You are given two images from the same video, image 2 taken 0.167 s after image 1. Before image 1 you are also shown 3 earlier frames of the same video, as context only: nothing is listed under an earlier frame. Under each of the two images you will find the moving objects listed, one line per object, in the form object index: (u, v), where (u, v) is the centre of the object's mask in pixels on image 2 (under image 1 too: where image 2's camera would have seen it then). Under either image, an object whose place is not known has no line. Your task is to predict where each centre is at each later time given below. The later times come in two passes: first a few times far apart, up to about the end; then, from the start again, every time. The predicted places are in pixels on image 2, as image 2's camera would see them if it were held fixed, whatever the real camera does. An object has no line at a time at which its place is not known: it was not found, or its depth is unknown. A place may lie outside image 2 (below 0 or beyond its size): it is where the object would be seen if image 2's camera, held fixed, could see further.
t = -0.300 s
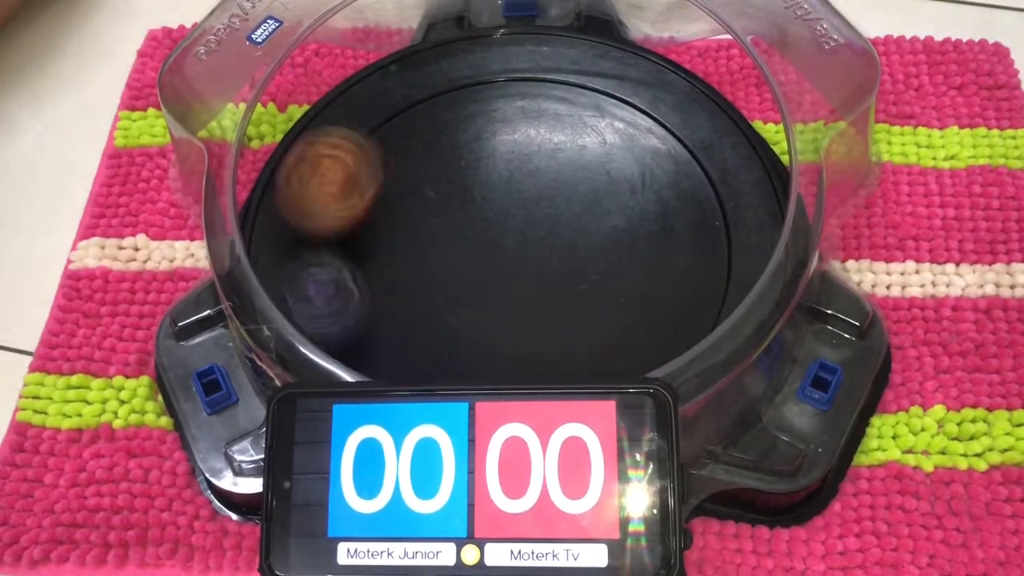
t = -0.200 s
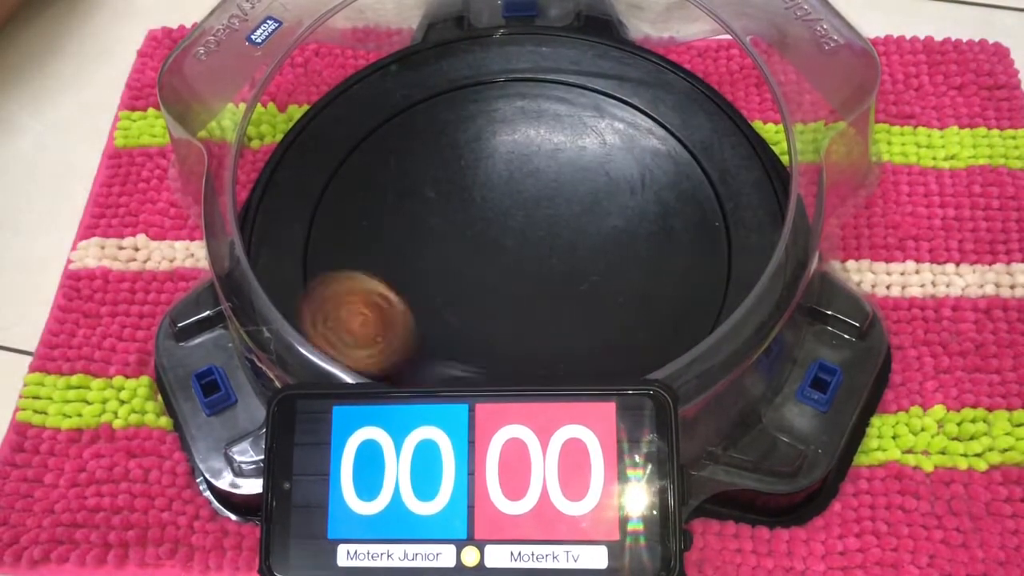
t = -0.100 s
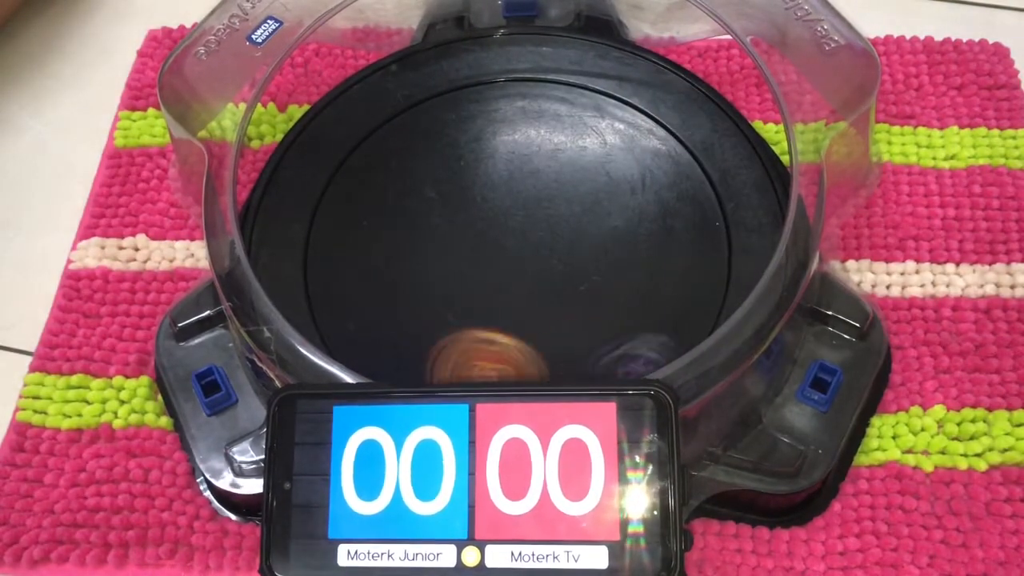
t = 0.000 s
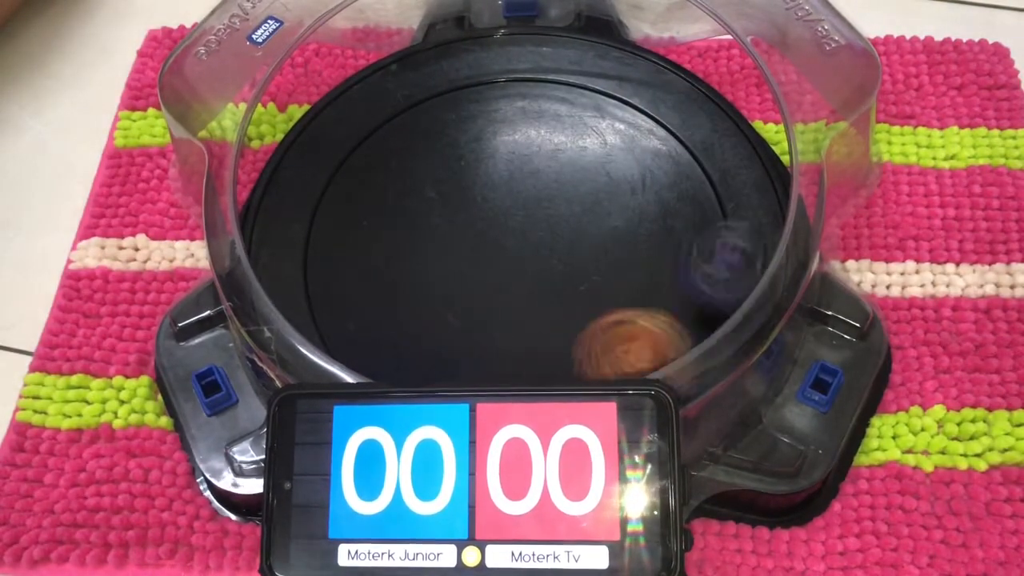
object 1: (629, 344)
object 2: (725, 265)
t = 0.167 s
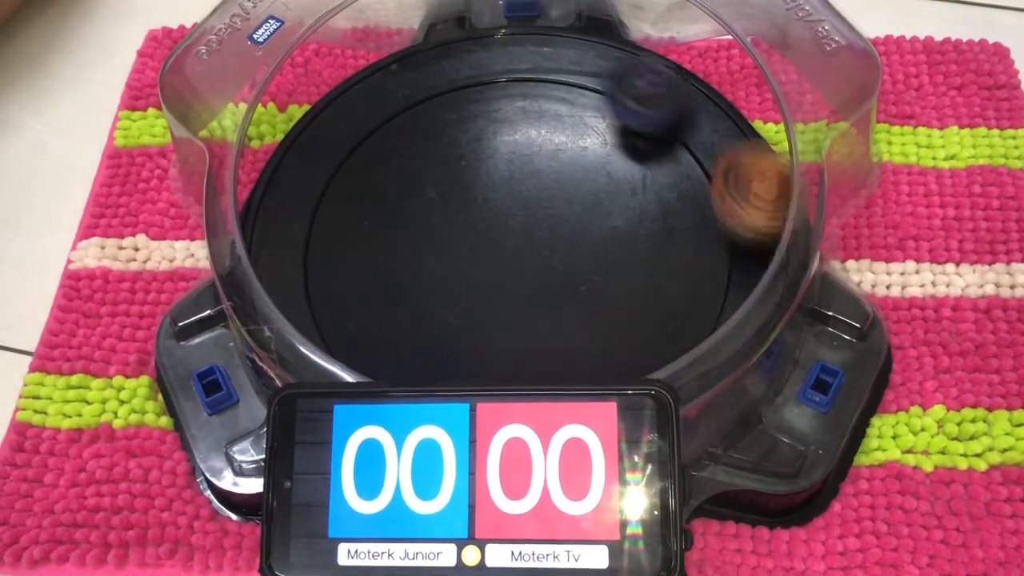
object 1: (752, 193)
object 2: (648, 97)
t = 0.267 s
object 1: (728, 81)
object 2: (512, 64)
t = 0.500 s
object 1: (480, 180)
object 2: (307, 266)
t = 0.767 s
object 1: (418, 349)
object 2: (607, 357)
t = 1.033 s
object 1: (699, 292)
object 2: (655, 104)
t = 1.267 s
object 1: (523, 61)
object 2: (378, 111)
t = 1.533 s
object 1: (350, 314)
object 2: (417, 374)
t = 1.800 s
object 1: (660, 318)
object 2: (726, 244)
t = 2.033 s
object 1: (644, 98)
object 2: (547, 66)
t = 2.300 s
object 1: (383, 146)
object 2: (303, 243)
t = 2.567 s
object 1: (630, 341)
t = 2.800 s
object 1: (676, 142)
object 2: (647, 332)
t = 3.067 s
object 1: (341, 143)
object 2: (495, 157)
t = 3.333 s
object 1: (546, 366)
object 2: (323, 234)
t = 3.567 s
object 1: (706, 157)
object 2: (455, 344)
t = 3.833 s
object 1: (376, 109)
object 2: (603, 181)
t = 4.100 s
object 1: (433, 365)
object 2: (449, 90)
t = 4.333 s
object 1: (719, 252)
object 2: (385, 248)
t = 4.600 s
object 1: (487, 61)
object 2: (628, 290)
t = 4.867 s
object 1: (323, 293)
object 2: (661, 117)
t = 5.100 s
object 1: (629, 350)
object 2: (471, 139)
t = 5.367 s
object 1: (643, 93)
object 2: (455, 336)
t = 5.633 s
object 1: (352, 140)
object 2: (663, 337)
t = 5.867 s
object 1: (407, 360)
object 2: (636, 193)
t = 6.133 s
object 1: (718, 252)
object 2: (412, 201)
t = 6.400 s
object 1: (523, 62)
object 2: (375, 343)
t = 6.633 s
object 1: (322, 195)
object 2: (555, 349)
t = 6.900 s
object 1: (505, 368)
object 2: (574, 181)
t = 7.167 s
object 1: (707, 194)
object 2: (416, 128)
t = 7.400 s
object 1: (503, 70)
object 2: (367, 259)
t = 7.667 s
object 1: (346, 231)
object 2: (568, 306)
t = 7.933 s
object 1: (532, 345)
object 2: (648, 176)
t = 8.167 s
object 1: (653, 217)
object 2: (527, 123)
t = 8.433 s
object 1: (487, 117)
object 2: (432, 269)
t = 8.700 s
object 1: (363, 264)
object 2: (553, 353)
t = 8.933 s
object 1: (518, 352)
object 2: (663, 282)
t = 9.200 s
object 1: (663, 224)
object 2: (527, 177)
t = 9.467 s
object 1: (508, 114)
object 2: (373, 231)
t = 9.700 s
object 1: (363, 210)
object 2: (398, 342)
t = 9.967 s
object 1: (485, 350)
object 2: (581, 290)
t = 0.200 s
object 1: (754, 155)
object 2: (609, 79)
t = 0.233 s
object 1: (746, 116)
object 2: (560, 67)
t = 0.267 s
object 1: (728, 81)
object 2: (512, 64)
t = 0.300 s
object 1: (697, 52)
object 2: (462, 74)
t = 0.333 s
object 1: (665, 48)
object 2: (420, 88)
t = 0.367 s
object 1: (634, 76)
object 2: (378, 113)
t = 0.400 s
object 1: (598, 103)
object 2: (347, 149)
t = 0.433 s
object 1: (558, 133)
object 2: (320, 181)
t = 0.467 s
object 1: (516, 159)
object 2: (311, 225)
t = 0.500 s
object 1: (480, 180)
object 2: (307, 266)
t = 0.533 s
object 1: (448, 200)
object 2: (327, 302)
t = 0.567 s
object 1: (424, 222)
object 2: (350, 331)
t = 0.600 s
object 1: (402, 246)
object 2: (385, 353)
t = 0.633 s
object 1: (390, 271)
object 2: (411, 364)
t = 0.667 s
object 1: (385, 296)
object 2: (456, 373)
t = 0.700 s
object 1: (388, 320)
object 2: (510, 370)
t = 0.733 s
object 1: (399, 338)
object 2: (563, 365)
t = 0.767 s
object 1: (418, 349)
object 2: (607, 357)
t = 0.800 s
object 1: (444, 357)
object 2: (641, 338)
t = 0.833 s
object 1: (473, 361)
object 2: (674, 312)
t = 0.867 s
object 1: (512, 363)
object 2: (697, 283)
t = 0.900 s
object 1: (555, 361)
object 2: (705, 242)
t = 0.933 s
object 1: (598, 356)
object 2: (706, 202)
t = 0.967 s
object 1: (643, 349)
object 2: (698, 168)
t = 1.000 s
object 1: (680, 333)
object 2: (681, 130)
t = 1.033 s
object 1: (699, 292)
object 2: (655, 104)
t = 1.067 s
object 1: (717, 255)
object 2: (618, 89)
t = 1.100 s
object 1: (723, 212)
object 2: (581, 73)
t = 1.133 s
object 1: (707, 168)
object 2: (535, 69)
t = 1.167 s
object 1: (680, 124)
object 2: (493, 68)
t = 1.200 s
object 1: (638, 93)
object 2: (451, 78)
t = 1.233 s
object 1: (584, 69)
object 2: (412, 91)
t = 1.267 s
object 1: (523, 61)
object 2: (378, 111)
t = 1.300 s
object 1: (460, 70)
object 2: (351, 141)
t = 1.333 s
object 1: (407, 89)
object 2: (329, 171)
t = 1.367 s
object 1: (359, 124)
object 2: (314, 210)
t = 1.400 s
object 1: (335, 156)
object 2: (308, 260)
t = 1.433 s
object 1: (321, 195)
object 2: (326, 304)
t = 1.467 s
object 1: (318, 235)
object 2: (348, 336)
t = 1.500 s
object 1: (326, 278)
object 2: (386, 360)
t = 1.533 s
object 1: (350, 314)
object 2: (417, 374)
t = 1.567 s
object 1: (379, 339)
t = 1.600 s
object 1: (405, 352)
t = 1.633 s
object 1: (441, 360)
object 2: (591, 370)
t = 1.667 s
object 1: (485, 360)
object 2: (633, 358)
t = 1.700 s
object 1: (533, 358)
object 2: (669, 338)
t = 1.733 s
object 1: (577, 352)
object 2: (697, 310)
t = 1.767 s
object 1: (621, 340)
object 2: (715, 280)
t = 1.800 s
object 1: (660, 318)
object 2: (726, 244)
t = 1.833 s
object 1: (695, 286)
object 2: (723, 202)
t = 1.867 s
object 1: (722, 246)
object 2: (706, 168)
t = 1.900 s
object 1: (731, 205)
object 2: (686, 135)
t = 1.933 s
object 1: (713, 174)
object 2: (666, 110)
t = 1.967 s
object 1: (692, 147)
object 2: (629, 89)
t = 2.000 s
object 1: (669, 122)
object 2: (588, 74)
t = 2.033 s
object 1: (644, 98)
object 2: (547, 66)
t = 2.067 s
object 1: (611, 79)
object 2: (507, 66)
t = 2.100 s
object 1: (567, 72)
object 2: (464, 74)
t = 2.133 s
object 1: (519, 66)
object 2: (429, 84)
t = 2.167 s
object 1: (478, 65)
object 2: (388, 104)
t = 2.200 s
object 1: (447, 71)
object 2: (354, 134)
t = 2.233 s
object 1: (420, 88)
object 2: (327, 168)
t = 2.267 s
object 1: (399, 114)
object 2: (310, 204)
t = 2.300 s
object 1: (383, 146)
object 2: (303, 243)
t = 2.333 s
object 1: (374, 184)
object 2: (311, 278)
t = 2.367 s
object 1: (376, 225)
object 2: (329, 311)
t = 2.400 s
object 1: (387, 265)
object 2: (356, 337)
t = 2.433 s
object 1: (420, 296)
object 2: (381, 357)
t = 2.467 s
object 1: (466, 321)
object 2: (409, 373)
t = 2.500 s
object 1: (520, 336)
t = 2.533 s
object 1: (575, 342)
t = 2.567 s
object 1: (630, 341)
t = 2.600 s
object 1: (691, 341)
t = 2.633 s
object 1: (726, 322)
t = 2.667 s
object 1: (720, 280)
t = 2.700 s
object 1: (723, 250)
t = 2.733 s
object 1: (716, 215)
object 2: (626, 364)
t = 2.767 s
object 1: (700, 178)
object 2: (637, 347)
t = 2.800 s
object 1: (676, 142)
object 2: (647, 332)
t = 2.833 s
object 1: (645, 111)
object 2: (648, 307)
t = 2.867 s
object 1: (605, 85)
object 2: (642, 280)
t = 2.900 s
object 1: (559, 66)
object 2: (628, 251)
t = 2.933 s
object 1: (513, 55)
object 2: (607, 225)
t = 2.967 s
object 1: (464, 65)
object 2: (583, 202)
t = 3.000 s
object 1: (416, 84)
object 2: (556, 184)
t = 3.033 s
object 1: (375, 108)
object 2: (528, 169)
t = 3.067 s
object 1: (341, 143)
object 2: (495, 157)
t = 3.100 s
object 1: (317, 186)
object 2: (462, 150)
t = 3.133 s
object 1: (308, 233)
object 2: (428, 147)
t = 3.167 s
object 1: (317, 279)
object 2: (397, 149)
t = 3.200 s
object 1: (344, 318)
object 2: (367, 155)
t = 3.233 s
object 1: (384, 348)
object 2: (341, 166)
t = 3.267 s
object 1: (425, 364)
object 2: (319, 181)
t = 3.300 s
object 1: (485, 369)
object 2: (320, 208)
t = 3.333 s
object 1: (546, 366)
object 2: (323, 234)
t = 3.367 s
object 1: (604, 358)
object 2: (327, 260)
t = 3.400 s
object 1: (645, 341)
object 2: (334, 286)
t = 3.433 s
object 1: (680, 312)
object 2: (345, 310)
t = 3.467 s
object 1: (708, 277)
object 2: (365, 329)
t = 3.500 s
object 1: (723, 238)
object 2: (388, 342)
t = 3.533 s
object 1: (721, 197)
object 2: (422, 346)
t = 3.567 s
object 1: (706, 157)
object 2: (455, 344)
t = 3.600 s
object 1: (681, 121)
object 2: (494, 339)
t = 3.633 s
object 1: (646, 93)
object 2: (529, 327)
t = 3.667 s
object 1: (604, 71)
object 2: (558, 308)
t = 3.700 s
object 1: (556, 60)
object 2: (578, 285)
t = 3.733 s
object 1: (505, 58)
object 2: (593, 258)
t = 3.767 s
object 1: (458, 66)
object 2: (601, 230)
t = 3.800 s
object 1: (413, 85)
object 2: (605, 203)
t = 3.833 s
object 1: (376, 109)
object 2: (603, 181)
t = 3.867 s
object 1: (344, 140)
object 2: (595, 156)
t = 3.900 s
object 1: (321, 178)
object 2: (581, 132)
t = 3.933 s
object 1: (311, 219)
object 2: (564, 109)
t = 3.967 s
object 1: (311, 263)
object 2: (544, 91)
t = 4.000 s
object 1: (329, 300)
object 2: (521, 79)
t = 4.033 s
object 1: (359, 331)
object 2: (499, 69)
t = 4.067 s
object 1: (394, 353)
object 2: (474, 76)
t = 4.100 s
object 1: (433, 365)
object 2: (449, 90)
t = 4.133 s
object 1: (485, 369)
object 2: (426, 105)
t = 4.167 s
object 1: (542, 368)
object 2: (402, 119)
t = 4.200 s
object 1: (596, 361)
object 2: (384, 142)
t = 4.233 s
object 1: (638, 346)
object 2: (374, 165)
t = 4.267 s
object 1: (673, 322)
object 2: (369, 191)
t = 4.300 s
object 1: (703, 288)
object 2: (373, 220)
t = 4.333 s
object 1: (719, 252)
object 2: (385, 248)
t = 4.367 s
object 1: (722, 210)
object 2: (404, 274)
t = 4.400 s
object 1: (713, 169)
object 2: (432, 293)
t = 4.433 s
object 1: (691, 133)
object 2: (462, 306)
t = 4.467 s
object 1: (660, 104)
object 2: (497, 314)
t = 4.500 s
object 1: (622, 80)
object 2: (531, 316)
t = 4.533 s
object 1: (579, 65)
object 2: (567, 314)
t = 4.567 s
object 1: (534, 59)
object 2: (598, 303)
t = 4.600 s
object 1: (487, 61)
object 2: (628, 290)
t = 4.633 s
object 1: (446, 71)
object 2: (653, 271)
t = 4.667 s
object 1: (407, 89)
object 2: (668, 249)
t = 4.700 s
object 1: (373, 111)
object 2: (683, 226)
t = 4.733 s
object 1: (344, 141)
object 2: (692, 202)
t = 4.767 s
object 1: (321, 175)
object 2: (693, 178)
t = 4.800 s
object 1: (310, 214)
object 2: (689, 155)
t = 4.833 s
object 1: (309, 255)
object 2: (680, 132)
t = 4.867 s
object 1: (323, 293)
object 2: (661, 117)
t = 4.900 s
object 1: (349, 325)
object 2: (634, 106)
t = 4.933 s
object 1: (384, 349)
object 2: (608, 97)
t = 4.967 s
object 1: (422, 363)
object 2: (579, 94)
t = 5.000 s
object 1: (469, 369)
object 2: (552, 97)
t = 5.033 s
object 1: (529, 368)
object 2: (523, 106)
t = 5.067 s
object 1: (586, 362)
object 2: (497, 120)
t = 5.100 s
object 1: (629, 350)
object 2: (471, 139)
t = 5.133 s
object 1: (664, 328)
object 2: (451, 159)
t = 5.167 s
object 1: (694, 297)
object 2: (436, 183)
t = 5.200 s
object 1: (717, 260)
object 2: (426, 208)
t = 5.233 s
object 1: (724, 222)
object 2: (420, 238)
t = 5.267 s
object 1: (715, 184)
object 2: (422, 265)
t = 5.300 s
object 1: (700, 148)
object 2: (428, 290)
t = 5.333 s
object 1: (675, 118)
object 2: (440, 315)
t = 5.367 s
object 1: (643, 93)
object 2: (455, 336)
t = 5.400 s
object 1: (607, 74)
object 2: (474, 347)
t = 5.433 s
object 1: (566, 63)
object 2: (500, 355)
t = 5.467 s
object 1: (522, 59)
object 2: (529, 362)
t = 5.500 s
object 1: (484, 62)
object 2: (562, 362)
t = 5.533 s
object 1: (447, 71)
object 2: (594, 362)
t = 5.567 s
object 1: (411, 89)
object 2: (622, 358)
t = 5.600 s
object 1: (379, 111)
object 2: (645, 350)
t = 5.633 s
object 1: (352, 140)
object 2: (663, 337)
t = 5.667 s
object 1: (331, 173)
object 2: (677, 320)
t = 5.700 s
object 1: (318, 209)
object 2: (691, 299)
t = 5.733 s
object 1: (312, 250)
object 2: (697, 279)
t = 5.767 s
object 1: (320, 286)
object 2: (691, 253)
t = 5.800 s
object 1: (342, 318)
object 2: (679, 230)
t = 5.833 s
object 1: (373, 343)
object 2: (661, 210)
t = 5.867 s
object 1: (407, 360)
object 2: (636, 193)
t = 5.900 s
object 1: (450, 368)
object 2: (611, 180)
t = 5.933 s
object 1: (504, 368)
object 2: (581, 173)
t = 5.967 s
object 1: (557, 366)
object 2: (549, 169)
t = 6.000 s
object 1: (606, 359)
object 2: (521, 169)
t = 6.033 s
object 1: (652, 348)
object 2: (492, 173)
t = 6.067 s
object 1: (681, 327)
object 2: (463, 180)
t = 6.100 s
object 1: (700, 288)
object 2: (434, 190)
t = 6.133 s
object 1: (718, 252)
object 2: (412, 201)
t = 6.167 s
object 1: (720, 216)
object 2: (393, 215)
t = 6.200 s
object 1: (712, 182)
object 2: (377, 233)
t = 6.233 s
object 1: (696, 149)
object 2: (363, 253)
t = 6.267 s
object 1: (671, 120)
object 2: (356, 272)
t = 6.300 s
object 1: (639, 97)
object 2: (353, 292)
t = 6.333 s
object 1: (604, 79)
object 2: (354, 312)
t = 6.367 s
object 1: (565, 67)
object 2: (363, 330)
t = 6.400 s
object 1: (523, 62)
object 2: (375, 343)
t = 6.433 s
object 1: (486, 64)
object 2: (392, 355)
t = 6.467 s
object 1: (451, 73)
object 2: (408, 361)
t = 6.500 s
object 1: (417, 87)
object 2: (437, 366)
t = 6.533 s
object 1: (388, 107)
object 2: (465, 366)
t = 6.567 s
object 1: (361, 132)
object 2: (498, 363)
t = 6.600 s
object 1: (338, 162)
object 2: (527, 358)
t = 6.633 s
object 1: (322, 195)
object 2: (555, 349)
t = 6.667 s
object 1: (315, 230)
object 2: (575, 338)
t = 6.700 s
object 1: (315, 266)
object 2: (589, 319)
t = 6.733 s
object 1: (329, 298)
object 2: (598, 295)
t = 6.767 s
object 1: (351, 325)
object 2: (602, 270)
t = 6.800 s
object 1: (381, 348)
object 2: (600, 246)
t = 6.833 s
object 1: (412, 360)
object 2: (595, 221)
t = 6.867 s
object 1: (451, 367)
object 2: (586, 200)
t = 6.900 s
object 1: (505, 368)
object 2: (574, 181)
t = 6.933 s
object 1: (553, 365)
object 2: (558, 163)
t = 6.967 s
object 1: (601, 358)
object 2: (540, 148)
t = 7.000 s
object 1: (635, 345)
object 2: (521, 137)
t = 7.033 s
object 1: (673, 331)
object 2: (503, 131)
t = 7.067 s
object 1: (693, 295)
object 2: (480, 125)
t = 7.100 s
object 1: (710, 263)
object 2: (460, 122)
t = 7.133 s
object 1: (713, 228)
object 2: (438, 123)
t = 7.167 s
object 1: (707, 194)
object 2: (416, 128)
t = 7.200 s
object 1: (693, 161)
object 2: (398, 135)
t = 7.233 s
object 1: (672, 132)
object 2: (380, 149)
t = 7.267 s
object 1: (644, 108)
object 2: (367, 166)
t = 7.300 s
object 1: (610, 89)
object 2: (359, 185)
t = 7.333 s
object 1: (574, 76)
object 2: (355, 208)
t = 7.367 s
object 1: (538, 70)
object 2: (356, 235)
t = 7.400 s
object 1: (503, 70)
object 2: (367, 259)
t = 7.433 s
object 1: (471, 76)
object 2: (384, 279)
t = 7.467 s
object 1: (442, 87)
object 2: (406, 298)
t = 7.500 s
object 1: (416, 101)
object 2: (433, 310)
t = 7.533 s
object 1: (393, 121)
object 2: (461, 317)
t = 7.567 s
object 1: (375, 143)
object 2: (487, 319)
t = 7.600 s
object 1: (359, 171)
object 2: (515, 319)
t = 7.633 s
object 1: (349, 200)
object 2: (544, 314)
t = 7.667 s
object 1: (346, 231)
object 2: (568, 306)
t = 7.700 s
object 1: (349, 259)
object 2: (589, 295)
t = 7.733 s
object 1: (359, 285)
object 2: (608, 278)
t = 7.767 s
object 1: (375, 307)
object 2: (624, 266)
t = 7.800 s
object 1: (398, 325)
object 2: (636, 248)
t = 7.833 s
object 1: (425, 337)
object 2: (645, 231)
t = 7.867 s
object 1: (457, 344)
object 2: (648, 213)
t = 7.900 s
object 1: (495, 347)
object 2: (652, 194)
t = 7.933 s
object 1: (532, 345)
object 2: (648, 176)
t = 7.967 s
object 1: (566, 340)
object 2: (641, 161)
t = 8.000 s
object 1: (595, 330)
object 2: (629, 146)
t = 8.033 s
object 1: (618, 312)
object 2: (614, 133)
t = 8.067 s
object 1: (636, 288)
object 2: (596, 123)
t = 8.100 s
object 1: (648, 265)
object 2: (574, 118)
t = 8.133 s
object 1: (653, 241)
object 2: (551, 119)
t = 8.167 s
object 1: (653, 217)
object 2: (527, 123)
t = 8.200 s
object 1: (647, 193)
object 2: (505, 134)
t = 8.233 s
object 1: (635, 172)
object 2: (484, 148)
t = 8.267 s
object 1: (616, 153)
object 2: (464, 165)
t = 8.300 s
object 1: (596, 139)
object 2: (449, 185)
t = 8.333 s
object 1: (571, 126)
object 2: (440, 204)
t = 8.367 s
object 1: (544, 118)
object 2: (434, 226)
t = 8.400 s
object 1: (515, 116)
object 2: (429, 250)
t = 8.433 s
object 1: (487, 117)
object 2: (432, 269)
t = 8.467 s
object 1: (458, 124)
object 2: (436, 290)
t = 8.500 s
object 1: (433, 135)
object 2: (445, 308)
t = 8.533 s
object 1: (411, 149)
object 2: (457, 326)
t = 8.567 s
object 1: (392, 168)
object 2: (473, 337)
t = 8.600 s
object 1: (377, 191)
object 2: (489, 343)
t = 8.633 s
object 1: (366, 214)
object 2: (508, 349)
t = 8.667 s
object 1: (362, 239)
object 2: (528, 352)
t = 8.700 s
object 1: (363, 264)
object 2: (553, 353)
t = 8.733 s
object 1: (372, 289)
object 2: (573, 352)
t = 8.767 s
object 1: (386, 313)
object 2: (595, 351)
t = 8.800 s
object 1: (404, 332)
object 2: (618, 344)
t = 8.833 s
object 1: (428, 344)
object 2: (636, 336)
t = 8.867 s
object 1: (454, 350)
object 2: (650, 324)
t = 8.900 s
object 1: (486, 353)
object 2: (661, 303)
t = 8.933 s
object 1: (518, 352)
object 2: (663, 282)
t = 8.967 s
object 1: (551, 350)
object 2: (658, 261)
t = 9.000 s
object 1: (581, 344)
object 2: (648, 242)
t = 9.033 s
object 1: (607, 334)
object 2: (635, 223)
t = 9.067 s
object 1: (630, 319)
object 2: (617, 208)
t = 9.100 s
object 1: (647, 296)
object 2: (596, 195)
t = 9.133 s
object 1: (658, 272)
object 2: (575, 187)
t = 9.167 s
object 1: (664, 247)
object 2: (549, 181)
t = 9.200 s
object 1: (663, 224)
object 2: (527, 177)
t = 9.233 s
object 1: (656, 201)
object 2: (503, 177)
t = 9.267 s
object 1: (644, 181)
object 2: (480, 178)
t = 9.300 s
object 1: (629, 162)
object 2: (457, 182)
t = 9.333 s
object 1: (610, 146)
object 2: (436, 188)
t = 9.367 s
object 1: (588, 133)
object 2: (417, 196)
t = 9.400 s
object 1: (563, 123)
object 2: (400, 206)
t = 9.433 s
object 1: (537, 116)
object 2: (385, 218)
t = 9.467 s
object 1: (508, 114)
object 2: (373, 231)
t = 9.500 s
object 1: (480, 117)
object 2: (364, 246)
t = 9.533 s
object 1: (453, 123)
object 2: (359, 263)
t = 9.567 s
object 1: (428, 133)
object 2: (356, 281)
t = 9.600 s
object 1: (406, 147)
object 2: (359, 299)
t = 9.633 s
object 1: (387, 164)
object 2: (368, 317)
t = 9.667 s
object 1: (373, 187)
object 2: (381, 331)
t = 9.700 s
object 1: (363, 210)
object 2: (398, 342)
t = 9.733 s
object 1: (359, 235)
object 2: (422, 346)
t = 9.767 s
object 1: (360, 261)
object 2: (446, 349)
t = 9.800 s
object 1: (369, 285)
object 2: (475, 348)
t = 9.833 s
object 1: (383, 309)
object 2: (505, 342)
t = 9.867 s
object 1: (402, 329)
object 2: (528, 337)
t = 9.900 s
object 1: (426, 341)
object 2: (550, 325)
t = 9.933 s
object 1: (453, 347)
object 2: (569, 309)
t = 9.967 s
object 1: (485, 350)
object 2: (581, 290)
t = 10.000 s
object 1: (517, 350)
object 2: (590, 269)
